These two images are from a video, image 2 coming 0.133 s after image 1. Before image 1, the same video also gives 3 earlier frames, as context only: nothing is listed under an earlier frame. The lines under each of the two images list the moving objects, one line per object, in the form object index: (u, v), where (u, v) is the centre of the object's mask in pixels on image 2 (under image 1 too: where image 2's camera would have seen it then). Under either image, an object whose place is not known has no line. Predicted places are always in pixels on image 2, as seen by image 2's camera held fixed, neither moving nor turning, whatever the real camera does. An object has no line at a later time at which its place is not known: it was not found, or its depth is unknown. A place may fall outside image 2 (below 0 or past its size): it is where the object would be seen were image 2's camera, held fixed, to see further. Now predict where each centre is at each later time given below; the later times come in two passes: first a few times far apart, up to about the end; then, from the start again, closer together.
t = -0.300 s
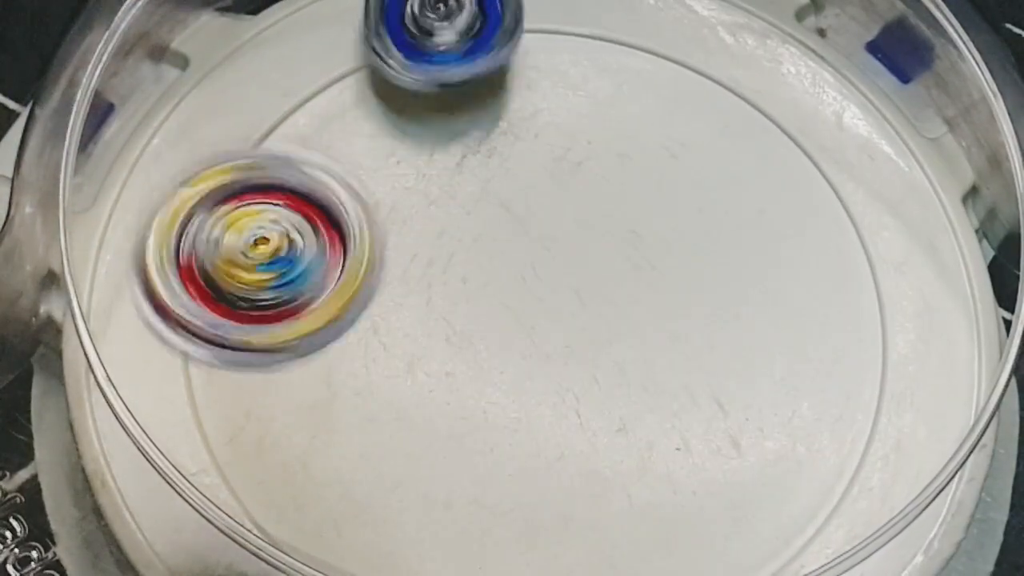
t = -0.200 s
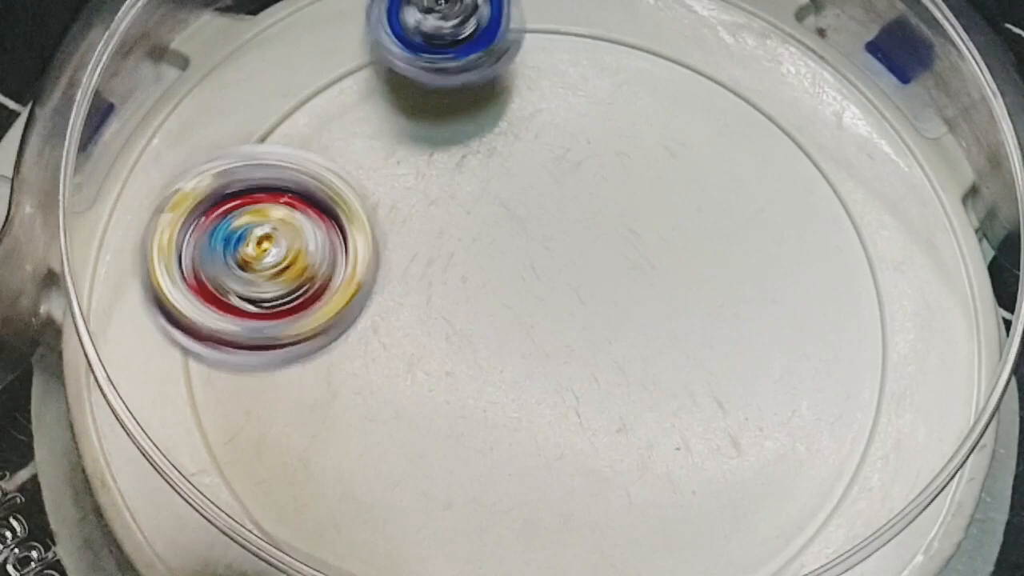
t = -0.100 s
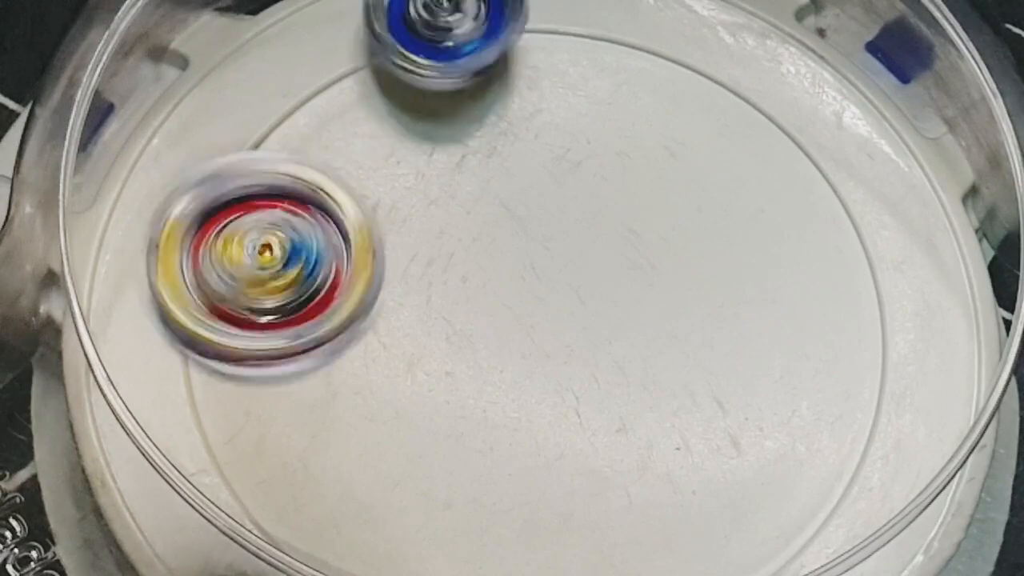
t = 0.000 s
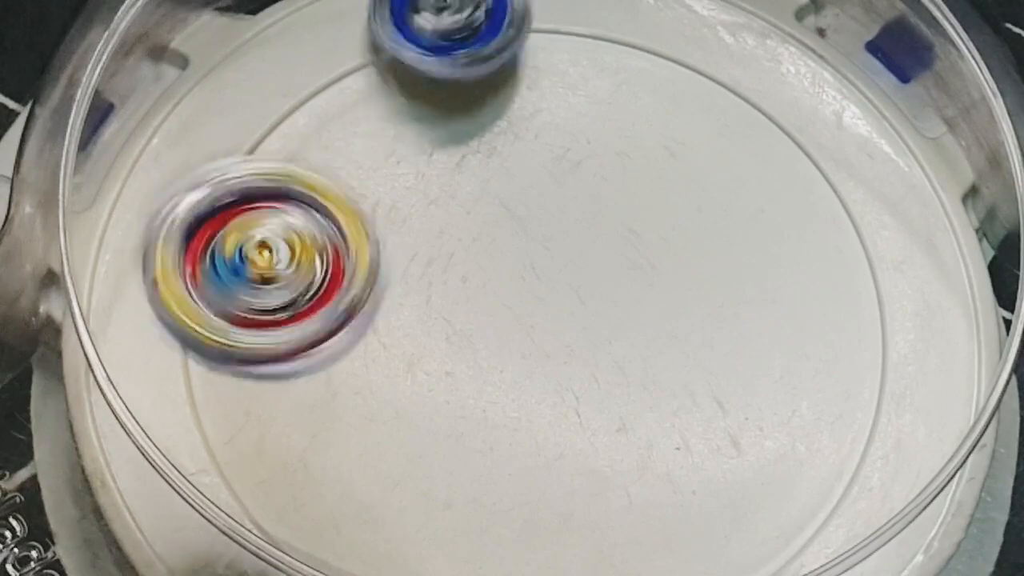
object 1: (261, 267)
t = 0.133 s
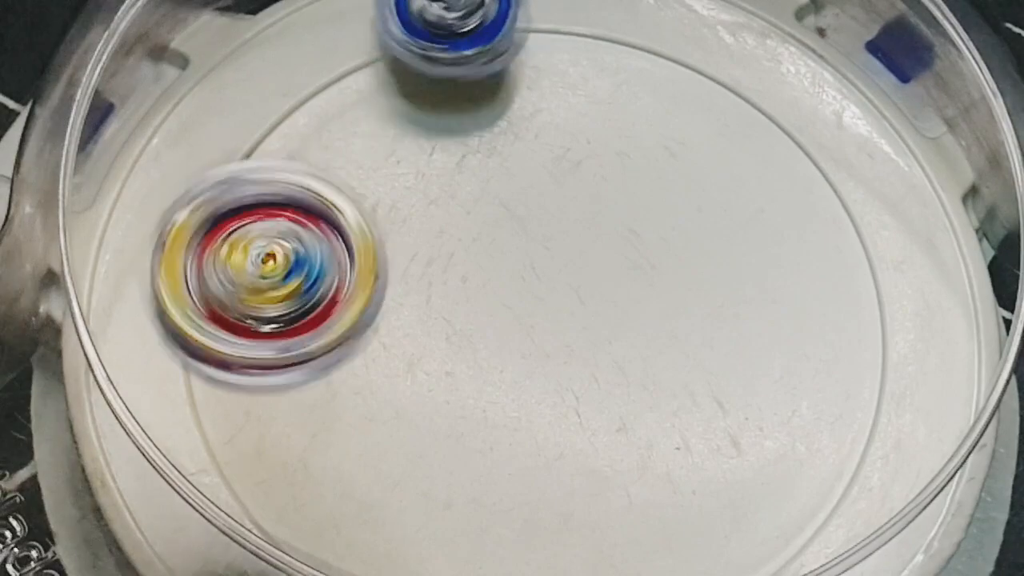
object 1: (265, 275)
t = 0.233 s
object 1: (264, 276)
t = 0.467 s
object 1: (474, 422)
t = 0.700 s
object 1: (682, 465)
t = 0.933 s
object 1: (477, 443)
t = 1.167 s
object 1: (279, 133)
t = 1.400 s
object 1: (513, 58)
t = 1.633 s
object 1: (830, 135)
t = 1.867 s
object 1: (676, 395)
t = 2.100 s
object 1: (368, 409)
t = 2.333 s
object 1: (414, 211)
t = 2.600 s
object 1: (543, 168)
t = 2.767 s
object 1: (531, 222)
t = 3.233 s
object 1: (565, 242)
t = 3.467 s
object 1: (512, 171)
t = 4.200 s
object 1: (794, 236)
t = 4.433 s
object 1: (649, 54)
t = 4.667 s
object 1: (636, 51)
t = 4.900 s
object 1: (625, 51)
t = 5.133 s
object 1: (613, 45)
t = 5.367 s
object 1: (600, 42)
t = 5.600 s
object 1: (592, 42)
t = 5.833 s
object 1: (576, 39)
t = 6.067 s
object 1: (562, 37)
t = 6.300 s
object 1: (556, 35)
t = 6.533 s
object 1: (539, 34)
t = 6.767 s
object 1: (523, 35)
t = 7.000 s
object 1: (515, 30)
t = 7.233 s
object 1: (500, 31)
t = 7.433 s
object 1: (491, 33)
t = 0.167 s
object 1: (264, 276)
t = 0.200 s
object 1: (268, 277)
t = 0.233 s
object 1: (264, 276)
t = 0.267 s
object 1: (265, 276)
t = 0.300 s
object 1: (270, 287)
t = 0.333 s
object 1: (291, 347)
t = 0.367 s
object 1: (314, 412)
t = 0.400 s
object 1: (345, 457)
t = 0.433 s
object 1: (413, 432)
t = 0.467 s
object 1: (474, 422)
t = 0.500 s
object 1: (538, 429)
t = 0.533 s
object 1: (589, 445)
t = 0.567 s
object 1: (650, 421)
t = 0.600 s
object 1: (701, 402)
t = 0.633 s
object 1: (722, 396)
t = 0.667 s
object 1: (705, 430)
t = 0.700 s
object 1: (682, 465)
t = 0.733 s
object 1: (650, 482)
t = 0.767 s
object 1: (616, 491)
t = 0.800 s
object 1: (582, 496)
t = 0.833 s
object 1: (548, 494)
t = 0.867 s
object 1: (522, 485)
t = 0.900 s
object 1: (497, 471)
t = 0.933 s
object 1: (477, 443)
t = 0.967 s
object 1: (467, 415)
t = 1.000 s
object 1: (439, 370)
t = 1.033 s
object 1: (391, 319)
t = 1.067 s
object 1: (350, 265)
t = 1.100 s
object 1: (319, 214)
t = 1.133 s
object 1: (296, 170)
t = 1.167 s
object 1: (279, 133)
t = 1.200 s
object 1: (272, 103)
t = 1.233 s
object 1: (276, 88)
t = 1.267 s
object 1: (297, 92)
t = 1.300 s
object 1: (322, 103)
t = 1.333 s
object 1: (381, 87)
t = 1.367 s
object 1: (447, 67)
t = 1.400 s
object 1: (513, 58)
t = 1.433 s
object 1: (574, 54)
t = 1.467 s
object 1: (633, 55)
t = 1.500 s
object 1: (690, 58)
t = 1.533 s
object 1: (737, 65)
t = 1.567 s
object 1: (779, 81)
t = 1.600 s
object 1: (813, 106)
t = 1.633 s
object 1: (830, 135)
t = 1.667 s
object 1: (835, 171)
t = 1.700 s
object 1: (831, 211)
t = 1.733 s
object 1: (815, 255)
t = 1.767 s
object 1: (797, 293)
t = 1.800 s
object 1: (759, 327)
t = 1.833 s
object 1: (721, 364)
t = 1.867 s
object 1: (676, 395)
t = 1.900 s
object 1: (627, 412)
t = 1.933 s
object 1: (573, 433)
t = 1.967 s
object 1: (522, 444)
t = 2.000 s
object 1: (475, 443)
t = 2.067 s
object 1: (397, 428)
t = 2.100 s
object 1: (368, 409)
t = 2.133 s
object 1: (349, 392)
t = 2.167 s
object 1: (342, 370)
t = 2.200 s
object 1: (342, 337)
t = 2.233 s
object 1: (358, 299)
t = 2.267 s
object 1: (373, 263)
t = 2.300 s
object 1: (394, 237)
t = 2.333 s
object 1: (414, 211)
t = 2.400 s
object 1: (457, 178)
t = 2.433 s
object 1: (481, 170)
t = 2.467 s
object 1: (498, 162)
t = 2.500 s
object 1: (516, 161)
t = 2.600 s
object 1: (543, 168)
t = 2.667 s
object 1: (546, 187)
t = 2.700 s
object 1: (544, 194)
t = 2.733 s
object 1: (541, 208)
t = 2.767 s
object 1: (531, 222)
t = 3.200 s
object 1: (556, 256)
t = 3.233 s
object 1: (565, 242)
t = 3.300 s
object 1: (569, 217)
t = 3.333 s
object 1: (564, 200)
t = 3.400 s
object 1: (547, 177)
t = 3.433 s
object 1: (533, 172)
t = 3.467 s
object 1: (512, 171)
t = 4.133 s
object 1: (793, 324)
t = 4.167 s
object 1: (799, 280)
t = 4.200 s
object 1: (794, 236)
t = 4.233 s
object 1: (780, 191)
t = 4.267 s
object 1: (756, 148)
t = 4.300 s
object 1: (723, 106)
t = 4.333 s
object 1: (680, 70)
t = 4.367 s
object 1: (650, 57)
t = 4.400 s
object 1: (649, 56)
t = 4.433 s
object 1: (649, 54)
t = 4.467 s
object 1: (648, 55)
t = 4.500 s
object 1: (646, 56)
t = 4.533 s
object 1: (643, 56)
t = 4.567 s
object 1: (639, 56)
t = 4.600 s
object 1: (638, 53)
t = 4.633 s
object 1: (636, 52)
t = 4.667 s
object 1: (636, 51)
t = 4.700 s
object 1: (634, 51)
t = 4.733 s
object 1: (633, 51)
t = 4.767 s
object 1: (631, 50)
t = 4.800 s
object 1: (631, 49)
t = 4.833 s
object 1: (631, 49)
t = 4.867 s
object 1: (629, 50)
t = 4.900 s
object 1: (625, 51)
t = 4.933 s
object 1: (622, 51)
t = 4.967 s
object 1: (619, 48)
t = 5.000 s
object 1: (619, 46)
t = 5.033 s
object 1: (617, 46)
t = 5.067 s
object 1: (617, 47)
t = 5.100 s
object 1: (615, 46)
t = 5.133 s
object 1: (613, 45)
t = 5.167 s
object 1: (614, 44)
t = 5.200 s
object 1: (613, 45)
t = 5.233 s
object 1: (611, 46)
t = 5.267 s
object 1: (607, 47)
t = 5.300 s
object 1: (602, 46)
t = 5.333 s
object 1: (600, 44)
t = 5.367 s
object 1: (600, 42)
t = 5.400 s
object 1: (600, 42)
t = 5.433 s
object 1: (599, 43)
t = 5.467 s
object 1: (597, 42)
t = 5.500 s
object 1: (594, 41)
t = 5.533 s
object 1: (595, 40)
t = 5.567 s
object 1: (595, 40)
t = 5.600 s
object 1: (592, 42)
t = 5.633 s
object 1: (588, 43)
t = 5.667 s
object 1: (584, 42)
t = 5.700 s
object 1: (582, 40)
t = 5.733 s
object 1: (581, 39)
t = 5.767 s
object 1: (580, 39)
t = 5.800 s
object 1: (579, 39)
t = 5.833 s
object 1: (576, 39)
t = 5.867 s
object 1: (575, 37)
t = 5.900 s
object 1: (576, 37)
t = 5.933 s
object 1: (576, 38)
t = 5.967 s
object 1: (573, 39)
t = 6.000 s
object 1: (569, 40)
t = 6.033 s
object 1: (564, 39)
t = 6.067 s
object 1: (562, 37)
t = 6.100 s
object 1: (562, 36)
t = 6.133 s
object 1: (561, 36)
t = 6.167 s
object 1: (559, 36)
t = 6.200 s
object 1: (557, 36)
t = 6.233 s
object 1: (556, 35)
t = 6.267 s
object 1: (556, 34)
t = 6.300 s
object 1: (556, 35)
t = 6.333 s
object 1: (553, 36)
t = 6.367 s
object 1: (549, 38)
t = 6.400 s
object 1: (544, 36)
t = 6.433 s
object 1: (542, 35)
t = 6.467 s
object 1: (541, 33)
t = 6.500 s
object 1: (541, 34)
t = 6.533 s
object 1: (539, 34)
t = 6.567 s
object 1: (536, 34)
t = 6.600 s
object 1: (535, 33)
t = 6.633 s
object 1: (535, 32)
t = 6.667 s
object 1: (536, 33)
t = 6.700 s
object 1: (533, 35)
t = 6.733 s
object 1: (528, 36)
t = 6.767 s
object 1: (523, 35)
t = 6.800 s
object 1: (521, 33)
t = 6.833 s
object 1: (522, 32)
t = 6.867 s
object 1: (521, 32)
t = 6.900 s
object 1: (519, 33)
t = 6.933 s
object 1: (516, 32)
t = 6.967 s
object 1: (514, 31)
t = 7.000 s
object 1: (515, 30)
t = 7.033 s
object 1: (516, 31)
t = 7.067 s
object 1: (513, 34)
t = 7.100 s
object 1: (508, 35)
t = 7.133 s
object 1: (502, 33)
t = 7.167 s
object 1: (501, 31)
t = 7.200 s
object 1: (501, 30)
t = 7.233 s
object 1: (500, 31)
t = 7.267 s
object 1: (498, 32)
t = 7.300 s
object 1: (495, 31)
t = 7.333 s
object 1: (494, 30)
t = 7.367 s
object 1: (494, 30)
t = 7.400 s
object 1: (495, 31)
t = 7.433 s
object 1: (491, 33)
